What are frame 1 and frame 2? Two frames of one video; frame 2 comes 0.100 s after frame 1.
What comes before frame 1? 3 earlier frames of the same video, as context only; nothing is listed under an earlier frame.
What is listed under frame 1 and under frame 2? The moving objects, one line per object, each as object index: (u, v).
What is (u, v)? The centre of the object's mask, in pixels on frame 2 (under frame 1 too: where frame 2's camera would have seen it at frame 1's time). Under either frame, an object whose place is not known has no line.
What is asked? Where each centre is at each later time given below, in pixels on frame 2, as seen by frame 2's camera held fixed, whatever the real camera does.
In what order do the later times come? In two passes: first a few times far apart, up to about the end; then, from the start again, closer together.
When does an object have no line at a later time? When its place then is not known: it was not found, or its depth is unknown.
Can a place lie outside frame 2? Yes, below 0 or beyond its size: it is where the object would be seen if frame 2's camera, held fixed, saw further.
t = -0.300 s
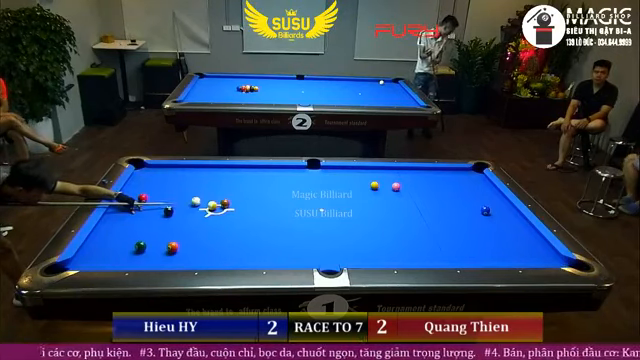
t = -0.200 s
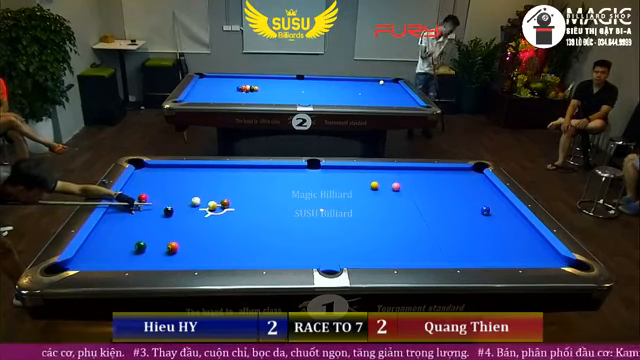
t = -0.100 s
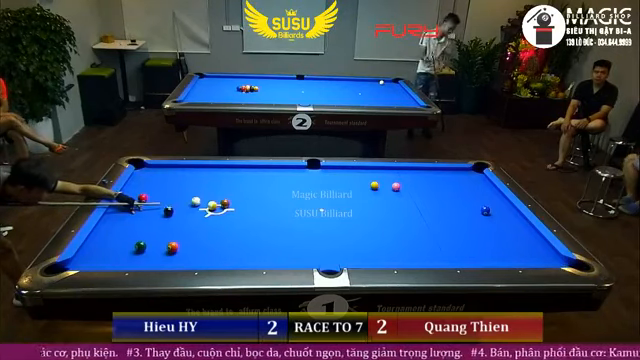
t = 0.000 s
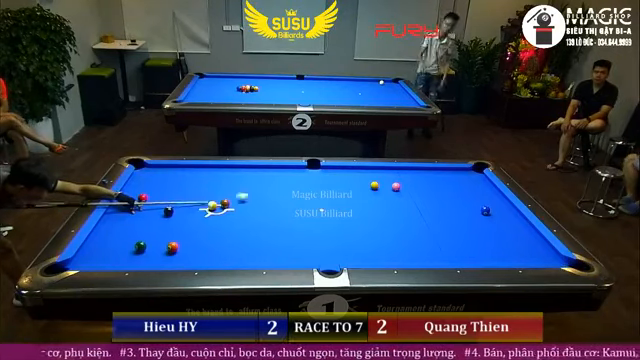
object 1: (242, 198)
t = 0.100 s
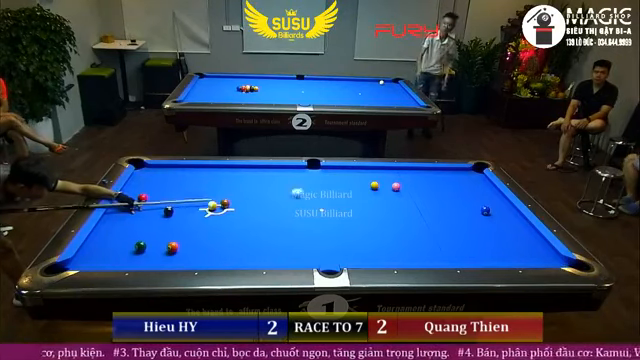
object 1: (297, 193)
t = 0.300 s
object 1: (371, 190)
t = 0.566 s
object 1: (380, 198)
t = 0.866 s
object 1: (389, 206)
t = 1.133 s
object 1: (400, 216)
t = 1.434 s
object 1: (409, 224)
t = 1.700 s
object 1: (418, 232)
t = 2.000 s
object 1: (428, 241)
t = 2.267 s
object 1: (436, 248)
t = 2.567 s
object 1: (447, 257)
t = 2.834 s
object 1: (451, 258)
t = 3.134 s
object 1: (451, 256)
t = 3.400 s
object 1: (451, 252)
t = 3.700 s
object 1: (451, 250)
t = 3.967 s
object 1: (451, 248)
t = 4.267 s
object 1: (451, 247)
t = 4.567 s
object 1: (451, 247)
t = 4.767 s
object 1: (450, 247)
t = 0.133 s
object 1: (323, 190)
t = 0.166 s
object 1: (346, 188)
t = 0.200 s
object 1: (367, 187)
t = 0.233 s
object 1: (370, 189)
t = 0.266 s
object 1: (370, 188)
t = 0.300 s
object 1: (371, 190)
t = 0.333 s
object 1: (373, 191)
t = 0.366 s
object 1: (374, 192)
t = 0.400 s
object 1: (375, 193)
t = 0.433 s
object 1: (376, 194)
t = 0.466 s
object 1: (376, 194)
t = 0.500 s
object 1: (377, 196)
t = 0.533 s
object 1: (379, 197)
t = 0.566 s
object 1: (380, 198)
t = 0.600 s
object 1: (381, 199)
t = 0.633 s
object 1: (382, 200)
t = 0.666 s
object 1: (382, 200)
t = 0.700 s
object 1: (384, 201)
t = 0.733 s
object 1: (385, 202)
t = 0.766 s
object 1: (386, 203)
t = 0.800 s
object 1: (388, 205)
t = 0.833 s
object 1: (389, 206)
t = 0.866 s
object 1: (389, 206)
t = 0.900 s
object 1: (390, 207)
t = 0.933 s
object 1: (391, 208)
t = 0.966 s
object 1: (393, 209)
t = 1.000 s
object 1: (394, 210)
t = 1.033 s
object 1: (396, 212)
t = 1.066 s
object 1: (397, 213)
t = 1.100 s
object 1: (397, 213)
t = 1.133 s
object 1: (400, 216)
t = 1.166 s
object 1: (400, 216)
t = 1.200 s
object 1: (402, 218)
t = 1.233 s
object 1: (402, 218)
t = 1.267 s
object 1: (403, 219)
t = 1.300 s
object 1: (404, 219)
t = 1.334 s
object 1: (405, 220)
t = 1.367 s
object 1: (408, 223)
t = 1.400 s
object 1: (408, 222)
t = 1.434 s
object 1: (409, 224)
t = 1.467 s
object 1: (410, 225)
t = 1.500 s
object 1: (410, 225)
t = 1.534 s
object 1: (413, 227)
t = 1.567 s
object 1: (413, 227)
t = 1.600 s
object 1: (414, 229)
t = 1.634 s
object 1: (416, 230)
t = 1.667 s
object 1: (416, 230)
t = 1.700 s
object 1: (418, 232)
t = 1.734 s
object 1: (420, 234)
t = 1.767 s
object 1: (420, 234)
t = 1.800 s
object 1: (421, 235)
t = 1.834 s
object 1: (423, 236)
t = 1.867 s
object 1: (423, 236)
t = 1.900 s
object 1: (424, 237)
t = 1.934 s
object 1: (425, 238)
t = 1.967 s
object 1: (426, 240)
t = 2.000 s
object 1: (428, 241)
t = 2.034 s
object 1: (429, 242)
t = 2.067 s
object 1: (429, 242)
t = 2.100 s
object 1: (432, 245)
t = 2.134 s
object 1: (432, 245)
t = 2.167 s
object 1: (435, 247)
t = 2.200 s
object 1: (435, 247)
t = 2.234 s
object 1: (436, 248)
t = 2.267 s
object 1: (436, 248)
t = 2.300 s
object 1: (438, 249)
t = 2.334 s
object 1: (439, 251)
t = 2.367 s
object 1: (440, 252)
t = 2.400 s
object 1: (442, 253)
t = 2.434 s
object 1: (443, 254)
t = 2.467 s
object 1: (443, 254)
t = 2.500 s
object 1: (444, 255)
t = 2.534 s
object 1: (446, 256)
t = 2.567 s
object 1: (447, 257)
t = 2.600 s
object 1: (449, 258)
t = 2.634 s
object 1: (450, 258)
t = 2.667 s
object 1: (450, 258)
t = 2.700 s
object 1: (451, 259)
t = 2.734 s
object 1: (451, 259)
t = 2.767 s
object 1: (451, 259)
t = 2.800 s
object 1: (451, 258)
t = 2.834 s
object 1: (451, 258)
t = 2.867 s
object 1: (451, 258)
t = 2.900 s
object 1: (451, 258)
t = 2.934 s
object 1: (451, 257)
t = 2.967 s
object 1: (451, 257)
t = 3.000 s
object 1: (451, 256)
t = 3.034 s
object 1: (451, 256)
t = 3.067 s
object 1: (451, 256)
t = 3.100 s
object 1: (452, 256)
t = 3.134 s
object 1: (451, 256)
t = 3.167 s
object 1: (452, 255)
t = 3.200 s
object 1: (451, 255)
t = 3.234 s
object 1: (451, 254)
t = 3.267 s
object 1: (451, 254)
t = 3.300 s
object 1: (451, 254)
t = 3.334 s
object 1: (451, 254)
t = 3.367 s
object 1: (451, 253)
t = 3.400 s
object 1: (451, 252)
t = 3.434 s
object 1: (451, 252)
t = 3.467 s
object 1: (451, 252)
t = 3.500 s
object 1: (451, 252)
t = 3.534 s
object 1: (451, 252)
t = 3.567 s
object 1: (451, 251)
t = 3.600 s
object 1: (451, 251)
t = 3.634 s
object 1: (451, 251)
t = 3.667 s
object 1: (451, 250)
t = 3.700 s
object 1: (451, 250)
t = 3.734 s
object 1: (451, 250)
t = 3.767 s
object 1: (451, 249)
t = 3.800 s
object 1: (451, 249)
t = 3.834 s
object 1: (451, 249)
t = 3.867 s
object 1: (451, 249)
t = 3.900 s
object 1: (451, 249)
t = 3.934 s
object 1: (451, 249)
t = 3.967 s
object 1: (451, 248)
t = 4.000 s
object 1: (451, 248)
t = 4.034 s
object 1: (451, 248)
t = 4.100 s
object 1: (451, 248)
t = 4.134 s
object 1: (451, 248)
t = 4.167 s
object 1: (451, 247)
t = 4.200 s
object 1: (451, 247)
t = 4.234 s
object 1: (451, 247)
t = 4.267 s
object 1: (451, 247)
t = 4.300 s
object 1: (451, 247)
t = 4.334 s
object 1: (451, 247)
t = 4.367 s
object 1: (451, 247)
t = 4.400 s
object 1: (451, 247)
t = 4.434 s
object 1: (451, 247)
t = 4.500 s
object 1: (451, 247)
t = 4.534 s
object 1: (451, 247)
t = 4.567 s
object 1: (451, 247)
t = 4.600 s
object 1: (450, 247)
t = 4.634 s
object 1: (450, 247)
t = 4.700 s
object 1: (450, 247)
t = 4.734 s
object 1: (450, 247)
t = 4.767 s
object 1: (450, 247)
